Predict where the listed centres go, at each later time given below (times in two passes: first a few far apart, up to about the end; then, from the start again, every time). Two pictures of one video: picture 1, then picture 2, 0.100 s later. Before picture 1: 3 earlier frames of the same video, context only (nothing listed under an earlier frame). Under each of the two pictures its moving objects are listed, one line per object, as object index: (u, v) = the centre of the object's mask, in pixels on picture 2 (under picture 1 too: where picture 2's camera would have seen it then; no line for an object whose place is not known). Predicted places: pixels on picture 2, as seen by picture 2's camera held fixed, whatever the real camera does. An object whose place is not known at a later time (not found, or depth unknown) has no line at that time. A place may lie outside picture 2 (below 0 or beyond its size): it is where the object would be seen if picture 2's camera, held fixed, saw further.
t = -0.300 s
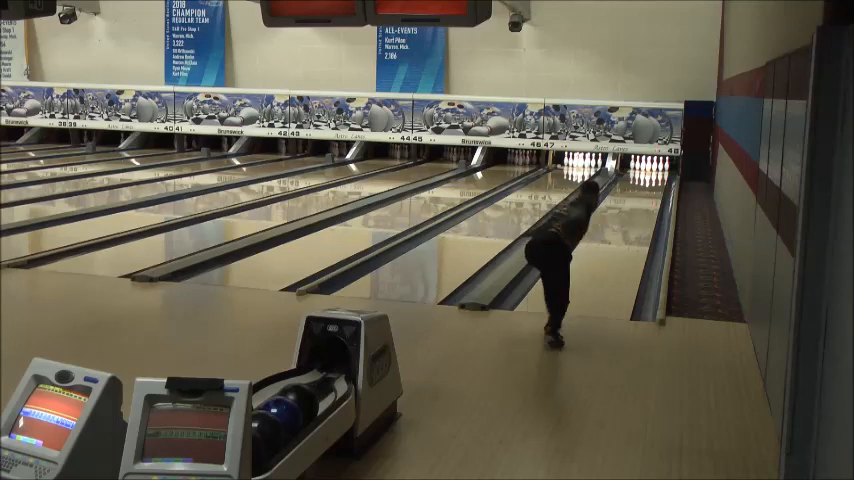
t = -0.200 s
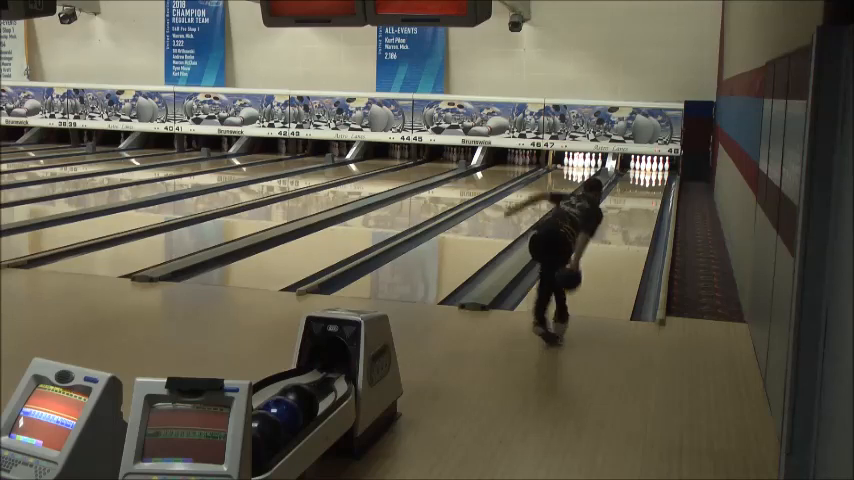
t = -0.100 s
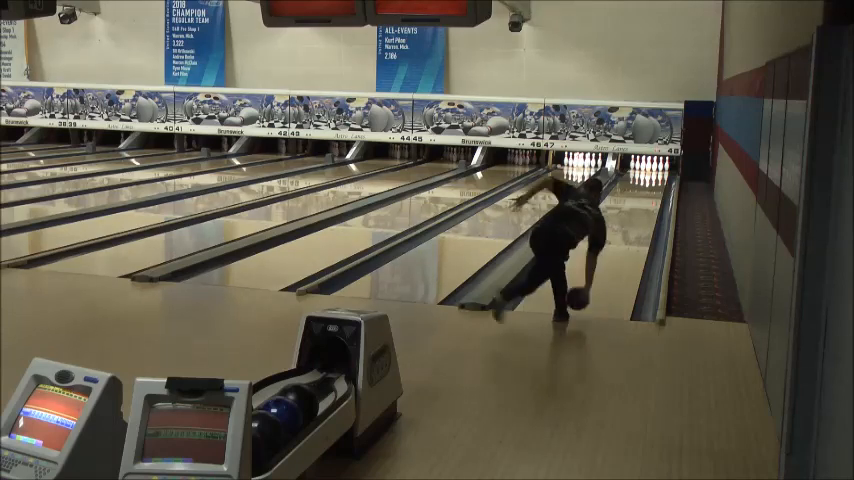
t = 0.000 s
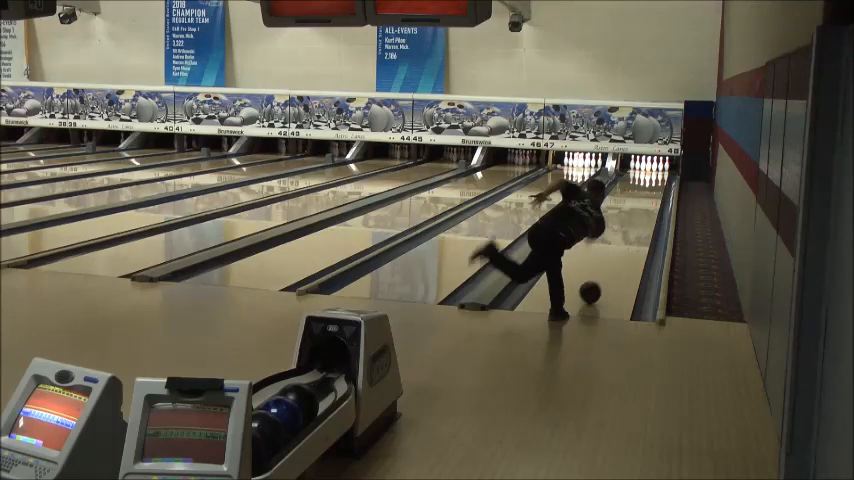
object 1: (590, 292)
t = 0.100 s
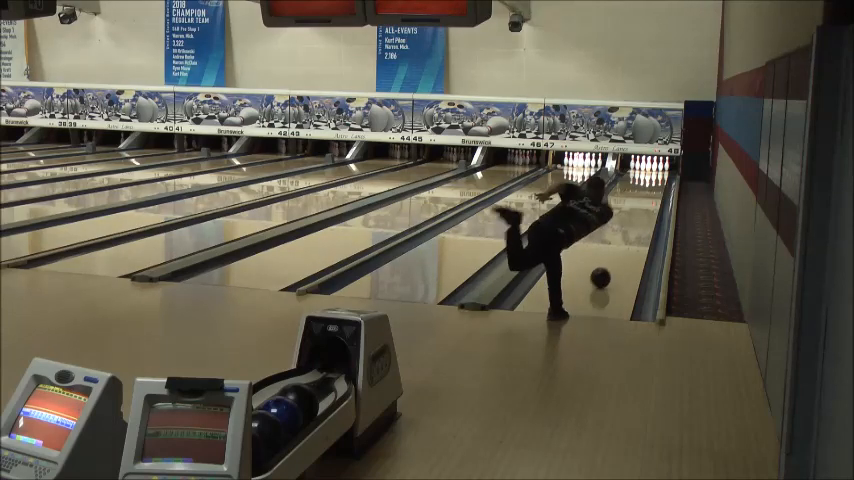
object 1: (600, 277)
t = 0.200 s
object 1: (609, 265)
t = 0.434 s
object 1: (625, 242)
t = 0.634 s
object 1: (635, 227)
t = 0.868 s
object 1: (645, 212)
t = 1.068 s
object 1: (651, 202)
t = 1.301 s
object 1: (655, 193)
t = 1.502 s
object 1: (658, 186)
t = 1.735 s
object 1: (659, 179)
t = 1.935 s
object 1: (656, 175)
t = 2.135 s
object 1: (653, 171)
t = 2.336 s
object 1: (652, 167)
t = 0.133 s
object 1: (603, 273)
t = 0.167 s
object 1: (606, 269)
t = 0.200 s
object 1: (609, 265)
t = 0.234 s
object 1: (612, 261)
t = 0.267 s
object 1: (614, 258)
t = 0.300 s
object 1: (617, 254)
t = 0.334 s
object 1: (619, 251)
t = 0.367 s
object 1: (621, 248)
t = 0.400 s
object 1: (623, 245)
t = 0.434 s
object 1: (625, 242)
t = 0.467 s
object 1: (627, 239)
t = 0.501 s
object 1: (629, 236)
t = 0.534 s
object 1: (631, 234)
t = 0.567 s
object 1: (632, 232)
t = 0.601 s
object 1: (634, 229)
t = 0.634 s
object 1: (635, 227)
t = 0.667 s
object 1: (637, 225)
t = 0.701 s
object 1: (638, 222)
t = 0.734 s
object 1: (640, 220)
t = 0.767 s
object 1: (641, 218)
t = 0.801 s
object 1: (642, 216)
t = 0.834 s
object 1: (643, 215)
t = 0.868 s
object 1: (645, 212)
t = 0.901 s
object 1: (646, 211)
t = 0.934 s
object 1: (647, 209)
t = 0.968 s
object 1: (648, 207)
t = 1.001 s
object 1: (649, 206)
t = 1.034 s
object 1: (650, 204)
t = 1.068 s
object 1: (651, 202)
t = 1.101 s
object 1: (652, 201)
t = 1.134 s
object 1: (652, 199)
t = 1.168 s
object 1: (653, 198)
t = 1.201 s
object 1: (654, 197)
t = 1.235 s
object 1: (654, 196)
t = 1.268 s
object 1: (655, 194)
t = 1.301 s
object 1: (655, 193)
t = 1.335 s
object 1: (656, 192)
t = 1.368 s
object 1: (656, 190)
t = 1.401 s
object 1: (657, 189)
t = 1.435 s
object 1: (657, 188)
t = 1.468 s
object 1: (658, 187)
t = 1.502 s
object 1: (658, 186)
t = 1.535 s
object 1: (658, 185)
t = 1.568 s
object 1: (658, 184)
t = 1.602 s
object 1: (659, 183)
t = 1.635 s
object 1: (659, 182)
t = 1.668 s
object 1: (659, 181)
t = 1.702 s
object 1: (659, 180)
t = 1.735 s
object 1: (659, 179)
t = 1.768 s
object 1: (658, 179)
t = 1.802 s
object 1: (658, 178)
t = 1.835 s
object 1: (658, 177)
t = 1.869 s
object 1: (657, 176)
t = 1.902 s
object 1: (657, 175)
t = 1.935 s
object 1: (656, 175)
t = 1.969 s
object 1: (655, 174)
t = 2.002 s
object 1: (655, 173)
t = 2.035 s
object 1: (655, 172)
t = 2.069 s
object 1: (654, 172)
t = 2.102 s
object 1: (654, 171)
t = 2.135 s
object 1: (653, 171)
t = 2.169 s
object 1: (653, 170)
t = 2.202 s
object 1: (652, 169)
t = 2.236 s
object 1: (651, 169)
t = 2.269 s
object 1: (652, 168)
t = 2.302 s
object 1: (652, 168)
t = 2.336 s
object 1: (652, 167)
